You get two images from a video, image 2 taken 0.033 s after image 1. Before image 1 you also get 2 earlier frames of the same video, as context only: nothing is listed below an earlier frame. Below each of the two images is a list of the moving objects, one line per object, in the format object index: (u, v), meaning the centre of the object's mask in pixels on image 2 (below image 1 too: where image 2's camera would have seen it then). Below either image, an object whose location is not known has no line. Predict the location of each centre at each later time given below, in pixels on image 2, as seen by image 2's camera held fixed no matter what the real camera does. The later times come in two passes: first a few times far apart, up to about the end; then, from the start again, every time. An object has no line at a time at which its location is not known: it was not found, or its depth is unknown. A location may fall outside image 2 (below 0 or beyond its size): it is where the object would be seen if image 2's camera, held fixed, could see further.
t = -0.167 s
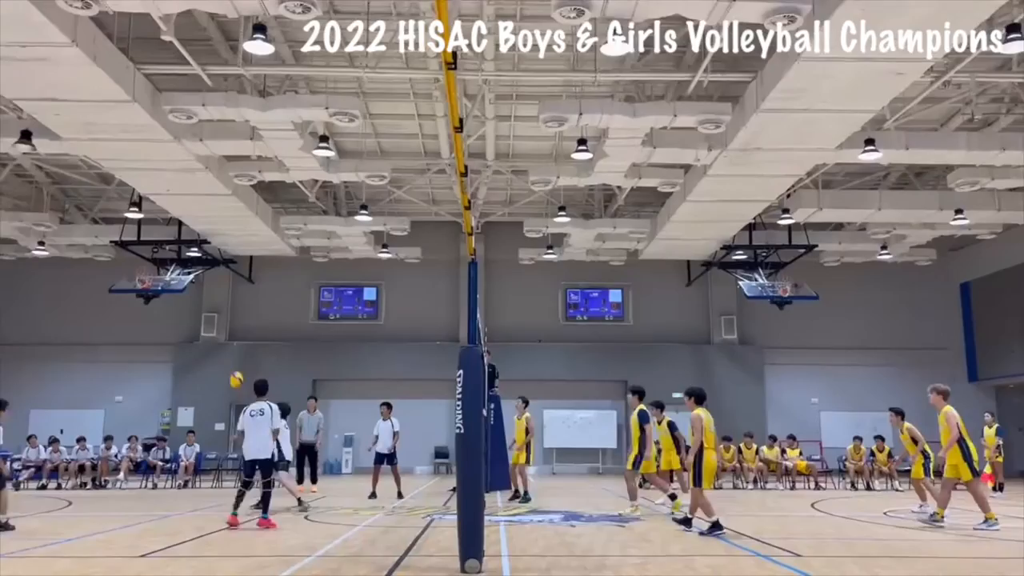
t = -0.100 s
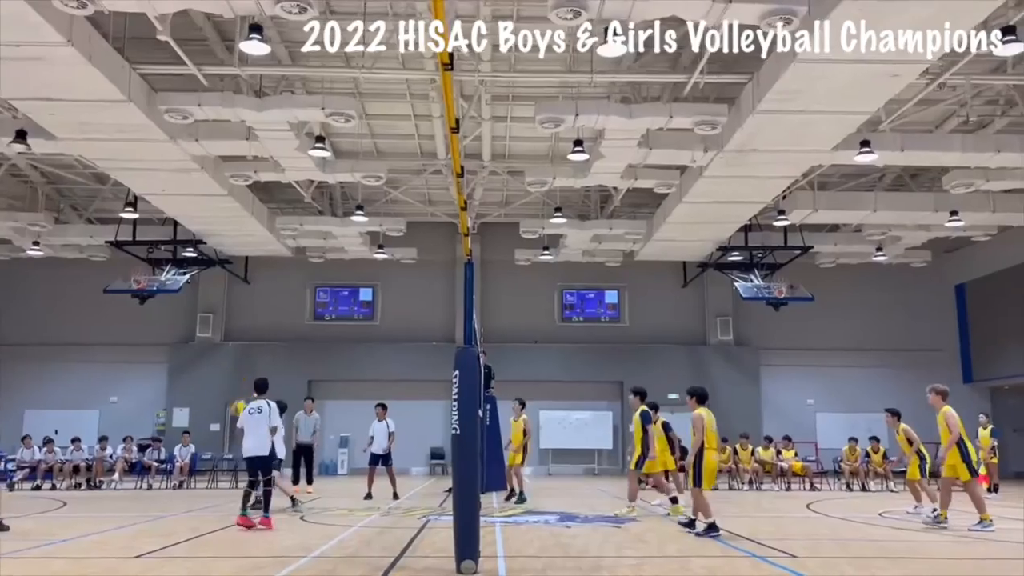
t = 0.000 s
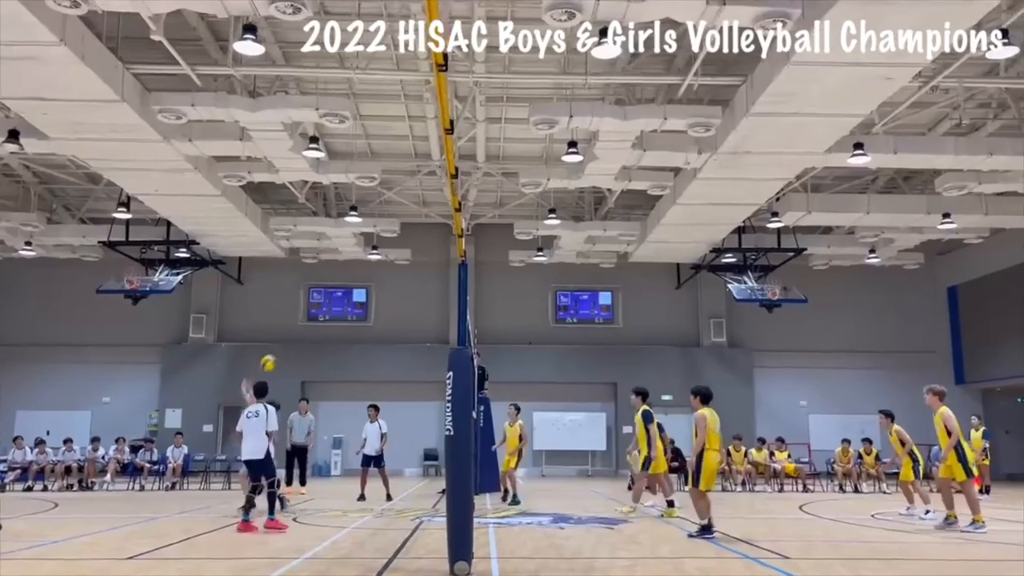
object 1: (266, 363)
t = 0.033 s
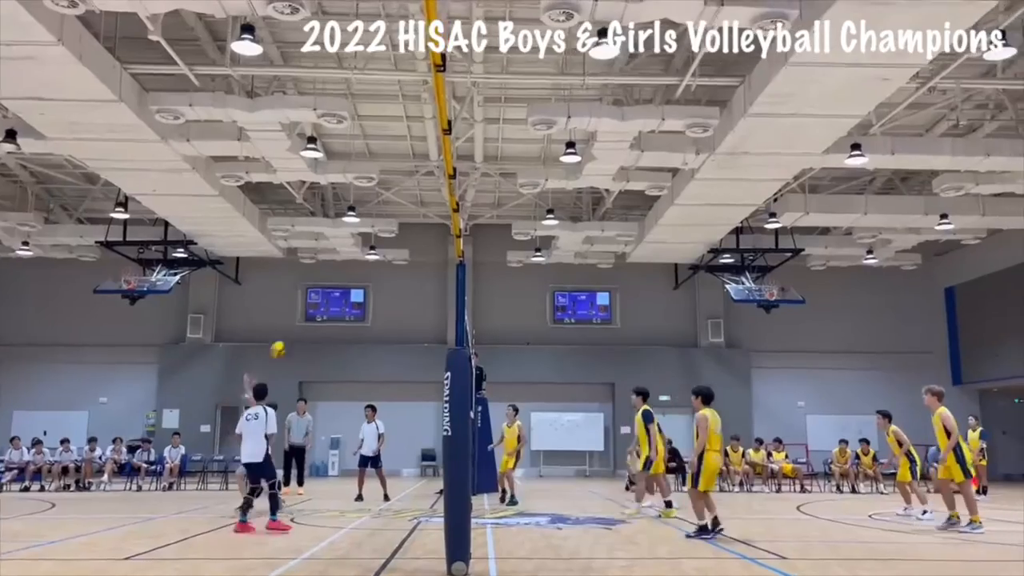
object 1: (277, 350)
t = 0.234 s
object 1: (346, 285)
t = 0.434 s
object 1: (415, 250)
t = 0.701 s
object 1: (502, 243)
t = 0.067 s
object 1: (290, 337)
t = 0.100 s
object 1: (300, 325)
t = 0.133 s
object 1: (312, 313)
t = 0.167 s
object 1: (324, 304)
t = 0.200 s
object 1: (335, 294)
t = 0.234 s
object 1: (346, 285)
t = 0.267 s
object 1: (359, 277)
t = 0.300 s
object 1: (369, 271)
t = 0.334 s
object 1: (381, 264)
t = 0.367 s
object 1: (392, 258)
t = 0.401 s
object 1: (403, 254)
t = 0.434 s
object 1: (415, 250)
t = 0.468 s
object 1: (425, 246)
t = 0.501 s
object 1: (436, 244)
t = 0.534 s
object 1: (447, 241)
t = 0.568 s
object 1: (460, 241)
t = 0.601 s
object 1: (470, 239)
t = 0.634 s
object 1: (480, 240)
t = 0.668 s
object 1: (495, 241)
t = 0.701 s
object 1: (502, 243)
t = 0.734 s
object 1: (514, 245)
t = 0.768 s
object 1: (525, 249)
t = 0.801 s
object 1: (536, 252)
